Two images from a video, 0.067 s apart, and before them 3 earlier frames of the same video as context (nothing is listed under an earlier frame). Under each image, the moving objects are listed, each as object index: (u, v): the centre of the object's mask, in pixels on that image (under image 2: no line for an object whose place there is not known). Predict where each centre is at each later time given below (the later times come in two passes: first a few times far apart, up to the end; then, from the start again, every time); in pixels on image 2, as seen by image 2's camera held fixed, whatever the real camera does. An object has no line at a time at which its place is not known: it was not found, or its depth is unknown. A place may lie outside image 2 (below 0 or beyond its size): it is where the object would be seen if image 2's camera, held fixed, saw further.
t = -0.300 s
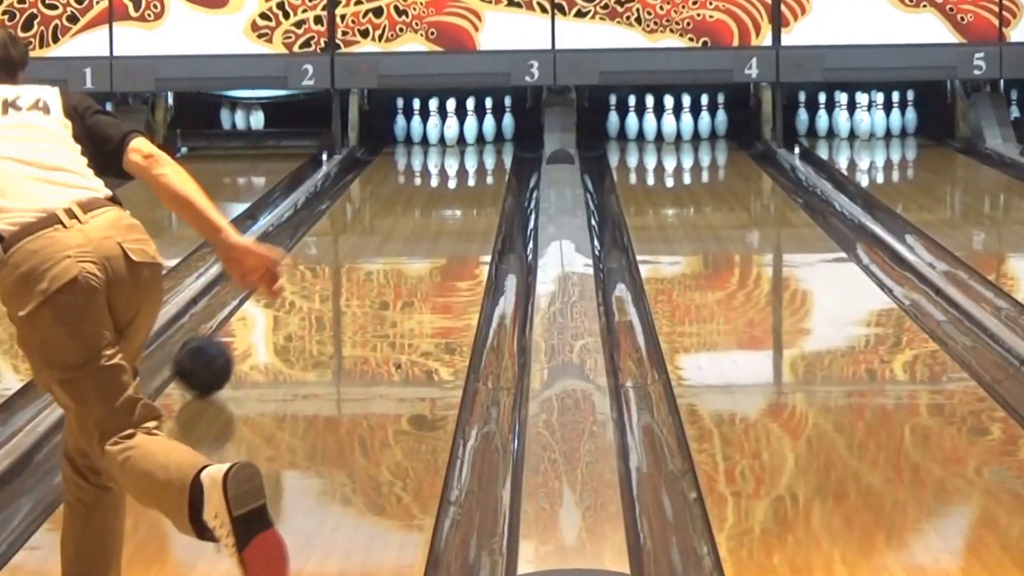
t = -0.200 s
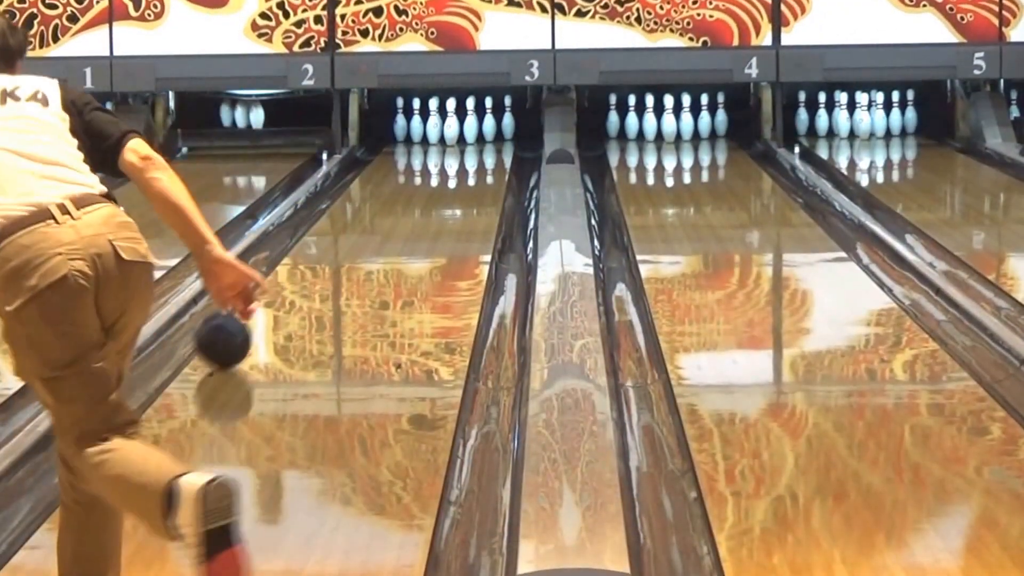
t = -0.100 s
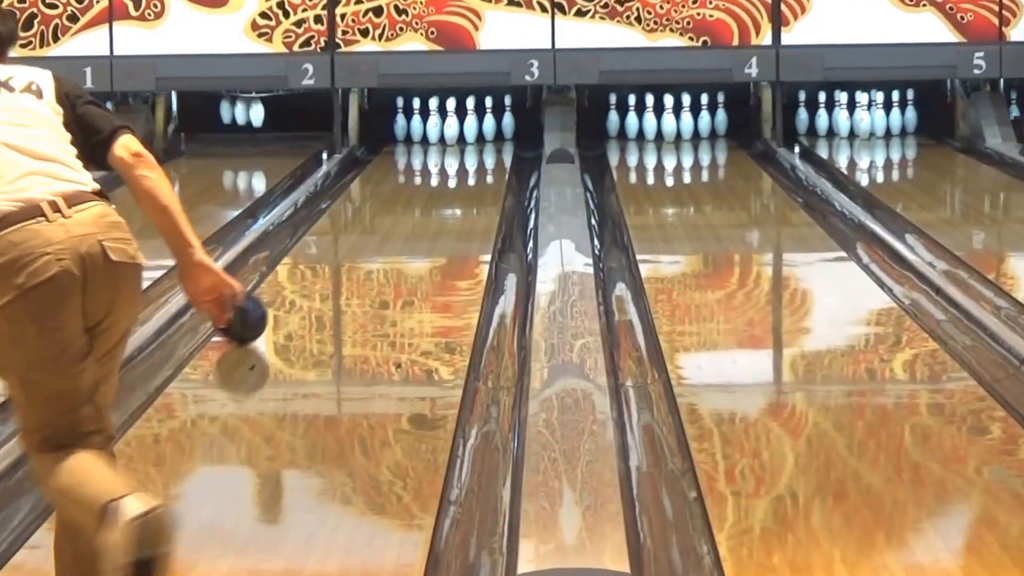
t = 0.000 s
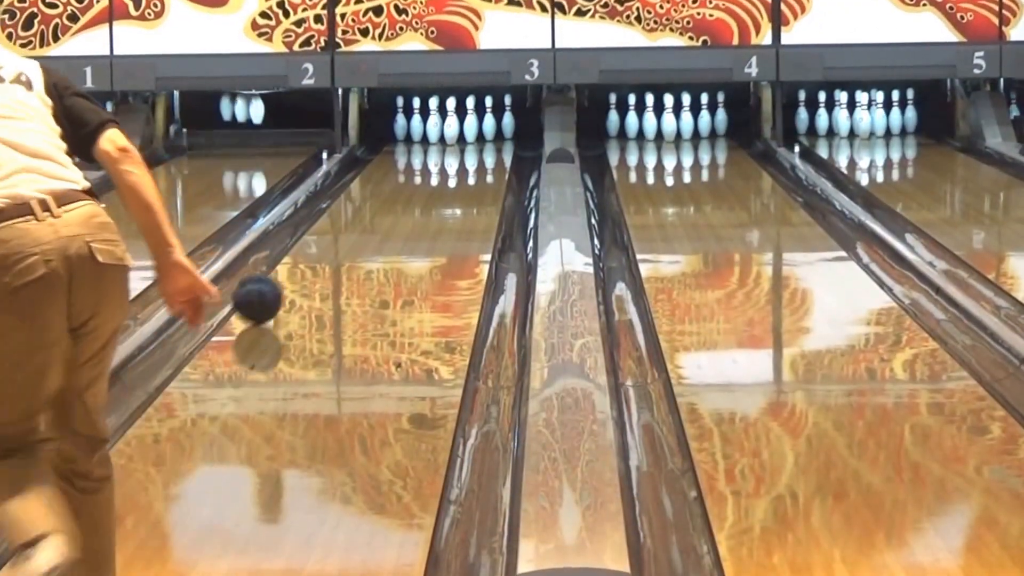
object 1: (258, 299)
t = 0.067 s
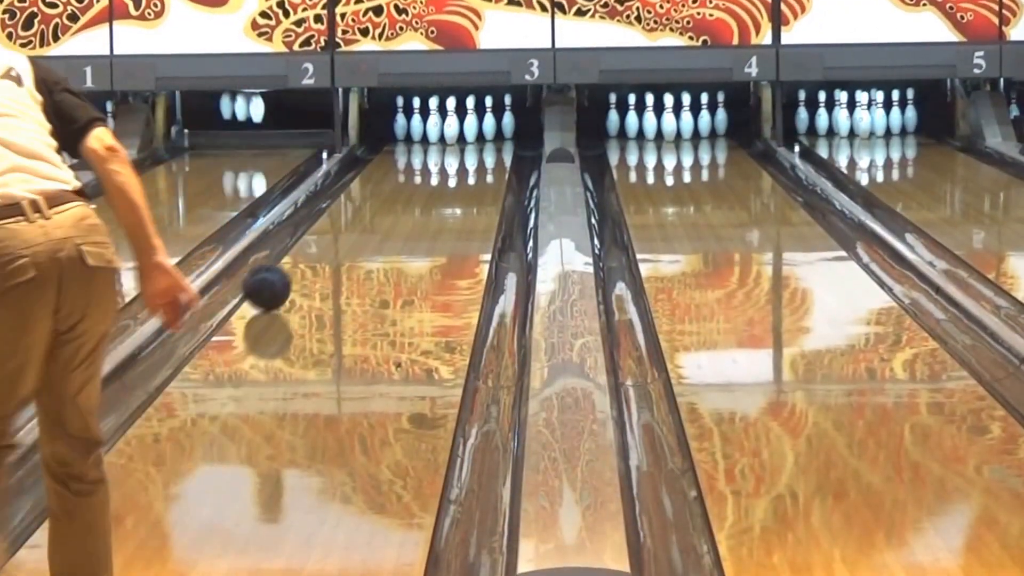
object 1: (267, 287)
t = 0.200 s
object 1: (284, 265)
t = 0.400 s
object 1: (309, 237)
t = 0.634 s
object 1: (332, 211)
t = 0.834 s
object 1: (349, 193)
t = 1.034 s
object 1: (366, 177)
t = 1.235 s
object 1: (381, 164)
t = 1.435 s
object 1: (399, 153)
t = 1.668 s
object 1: (421, 143)
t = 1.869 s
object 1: (439, 135)
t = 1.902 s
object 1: (442, 134)
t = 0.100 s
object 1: (272, 281)
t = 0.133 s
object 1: (276, 276)
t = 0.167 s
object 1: (280, 270)
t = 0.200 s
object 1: (284, 265)
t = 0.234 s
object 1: (289, 260)
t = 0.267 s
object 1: (293, 257)
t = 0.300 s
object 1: (297, 251)
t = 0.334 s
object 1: (301, 246)
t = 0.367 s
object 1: (305, 242)
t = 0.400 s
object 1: (309, 237)
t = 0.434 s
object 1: (312, 233)
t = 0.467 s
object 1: (315, 228)
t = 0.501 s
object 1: (319, 225)
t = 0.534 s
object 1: (322, 222)
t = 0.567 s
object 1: (325, 218)
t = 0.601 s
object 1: (329, 215)
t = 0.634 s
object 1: (332, 211)
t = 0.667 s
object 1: (335, 208)
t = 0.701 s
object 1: (338, 205)
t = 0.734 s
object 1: (341, 202)
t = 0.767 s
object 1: (344, 199)
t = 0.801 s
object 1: (347, 196)
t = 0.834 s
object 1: (349, 193)
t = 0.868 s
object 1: (352, 190)
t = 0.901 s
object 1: (354, 187)
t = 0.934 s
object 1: (357, 185)
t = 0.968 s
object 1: (360, 182)
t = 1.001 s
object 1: (363, 180)
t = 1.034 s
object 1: (366, 177)
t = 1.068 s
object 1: (368, 175)
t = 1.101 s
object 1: (371, 172)
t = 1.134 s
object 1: (373, 170)
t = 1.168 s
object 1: (375, 168)
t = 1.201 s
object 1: (379, 165)
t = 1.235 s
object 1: (381, 164)
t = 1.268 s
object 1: (384, 161)
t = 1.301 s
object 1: (388, 160)
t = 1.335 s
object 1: (390, 158)
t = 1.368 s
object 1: (394, 156)
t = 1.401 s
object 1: (396, 154)
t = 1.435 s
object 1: (399, 153)
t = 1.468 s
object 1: (402, 151)
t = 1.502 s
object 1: (405, 150)
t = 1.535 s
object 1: (409, 149)
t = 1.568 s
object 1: (412, 148)
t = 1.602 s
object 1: (415, 146)
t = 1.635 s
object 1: (418, 144)
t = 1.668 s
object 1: (421, 143)
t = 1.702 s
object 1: (425, 141)
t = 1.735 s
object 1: (428, 140)
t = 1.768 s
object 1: (431, 139)
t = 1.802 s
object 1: (433, 137)
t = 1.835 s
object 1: (436, 136)
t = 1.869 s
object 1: (439, 135)
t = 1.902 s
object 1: (442, 134)
